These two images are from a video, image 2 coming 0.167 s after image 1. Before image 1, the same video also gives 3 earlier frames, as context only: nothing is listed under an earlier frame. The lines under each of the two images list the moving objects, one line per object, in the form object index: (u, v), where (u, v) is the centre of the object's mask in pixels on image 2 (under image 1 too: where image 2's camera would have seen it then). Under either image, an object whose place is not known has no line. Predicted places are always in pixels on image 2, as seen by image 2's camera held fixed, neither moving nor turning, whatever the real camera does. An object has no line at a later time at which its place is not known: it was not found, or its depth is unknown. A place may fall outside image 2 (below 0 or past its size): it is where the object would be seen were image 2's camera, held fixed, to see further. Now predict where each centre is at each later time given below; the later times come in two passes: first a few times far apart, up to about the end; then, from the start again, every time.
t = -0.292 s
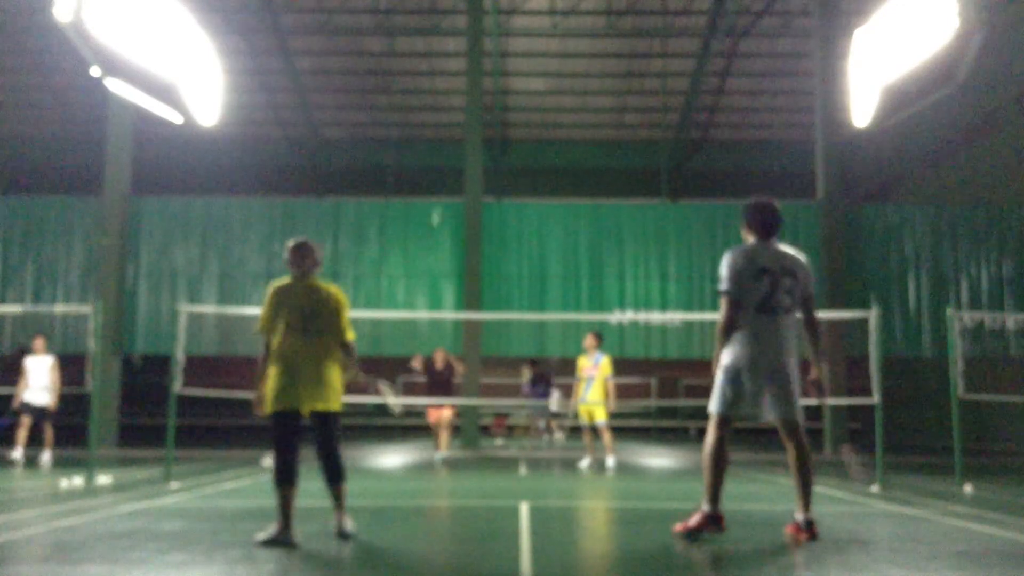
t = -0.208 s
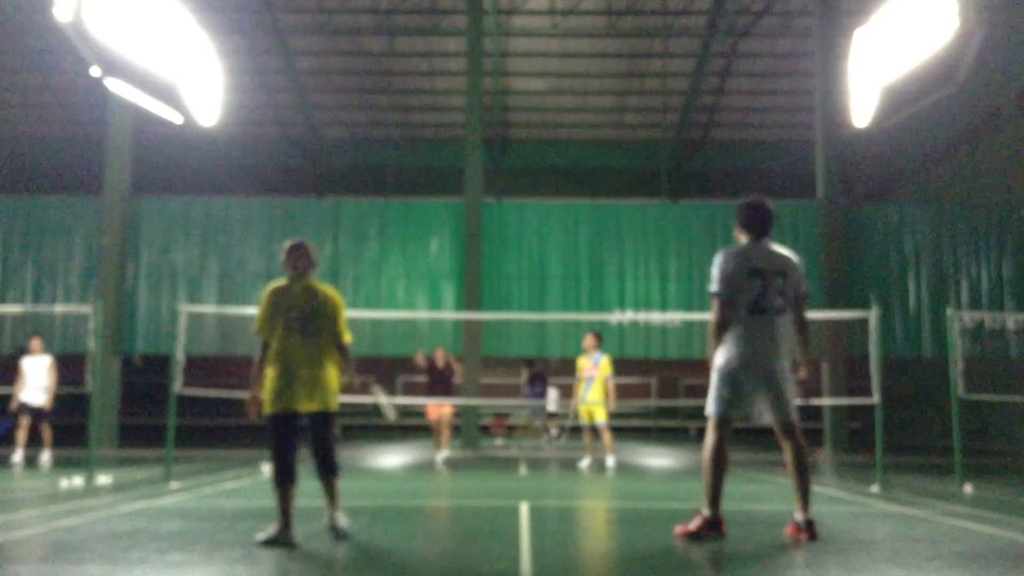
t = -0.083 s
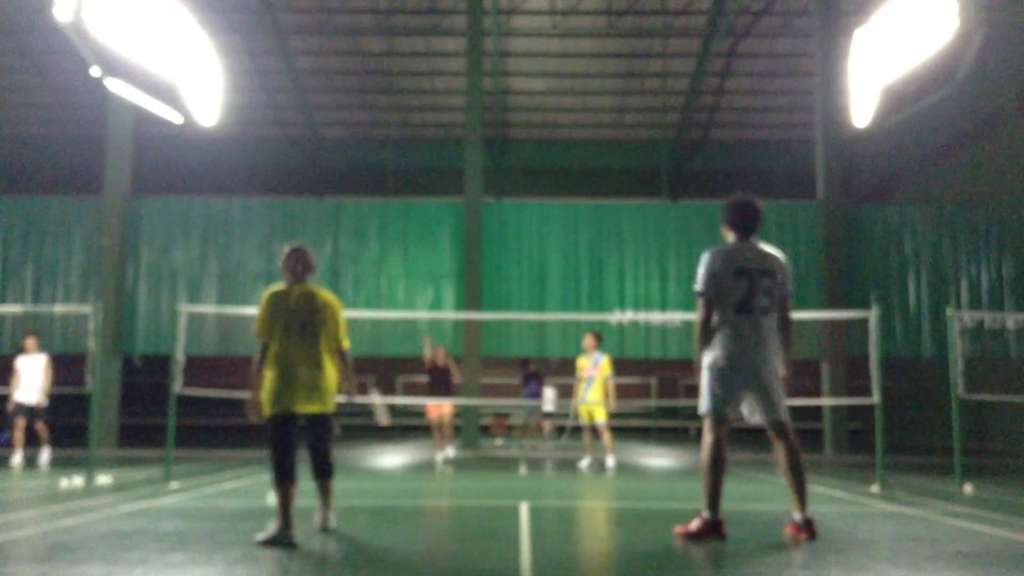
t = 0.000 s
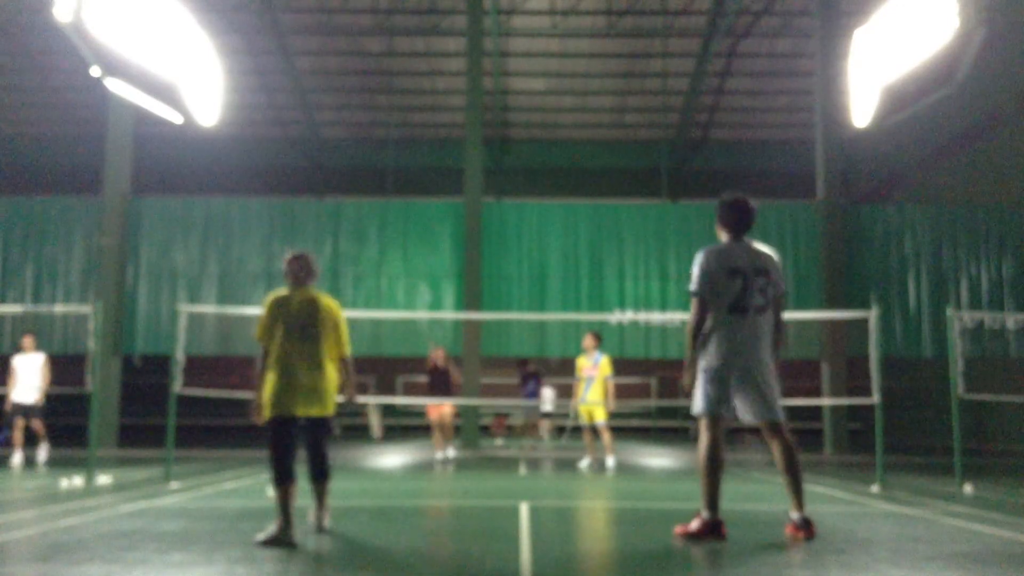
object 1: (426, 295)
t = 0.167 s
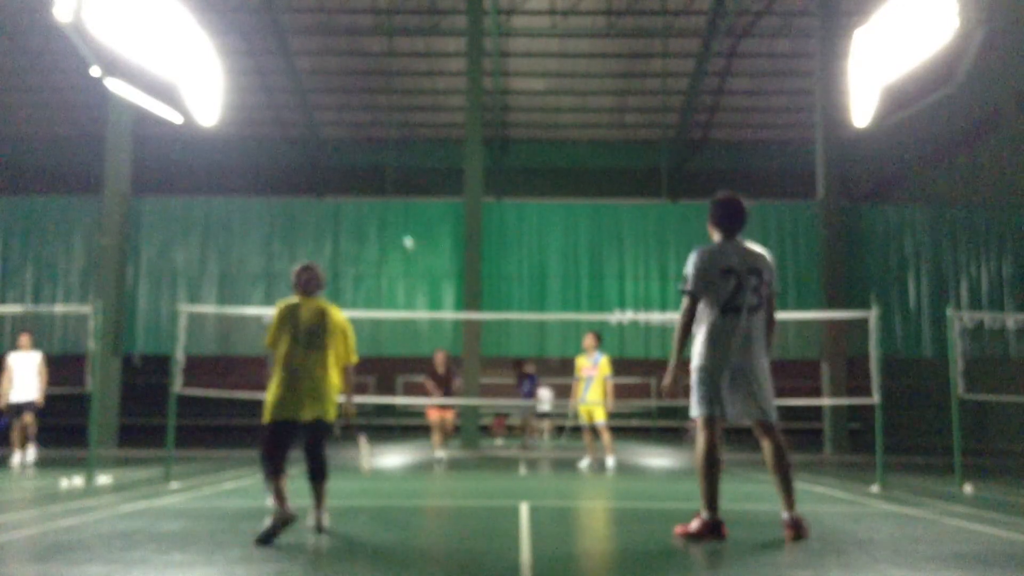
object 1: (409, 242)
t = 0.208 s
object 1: (405, 233)
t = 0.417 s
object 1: (383, 219)
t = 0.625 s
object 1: (359, 247)
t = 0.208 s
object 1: (405, 233)
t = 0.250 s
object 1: (401, 227)
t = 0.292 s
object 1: (396, 222)
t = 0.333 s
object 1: (392, 219)
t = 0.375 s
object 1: (388, 219)
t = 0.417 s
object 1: (383, 219)
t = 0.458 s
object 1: (378, 220)
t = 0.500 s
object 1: (373, 224)
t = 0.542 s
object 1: (368, 229)
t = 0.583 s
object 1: (364, 236)
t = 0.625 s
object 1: (359, 247)
